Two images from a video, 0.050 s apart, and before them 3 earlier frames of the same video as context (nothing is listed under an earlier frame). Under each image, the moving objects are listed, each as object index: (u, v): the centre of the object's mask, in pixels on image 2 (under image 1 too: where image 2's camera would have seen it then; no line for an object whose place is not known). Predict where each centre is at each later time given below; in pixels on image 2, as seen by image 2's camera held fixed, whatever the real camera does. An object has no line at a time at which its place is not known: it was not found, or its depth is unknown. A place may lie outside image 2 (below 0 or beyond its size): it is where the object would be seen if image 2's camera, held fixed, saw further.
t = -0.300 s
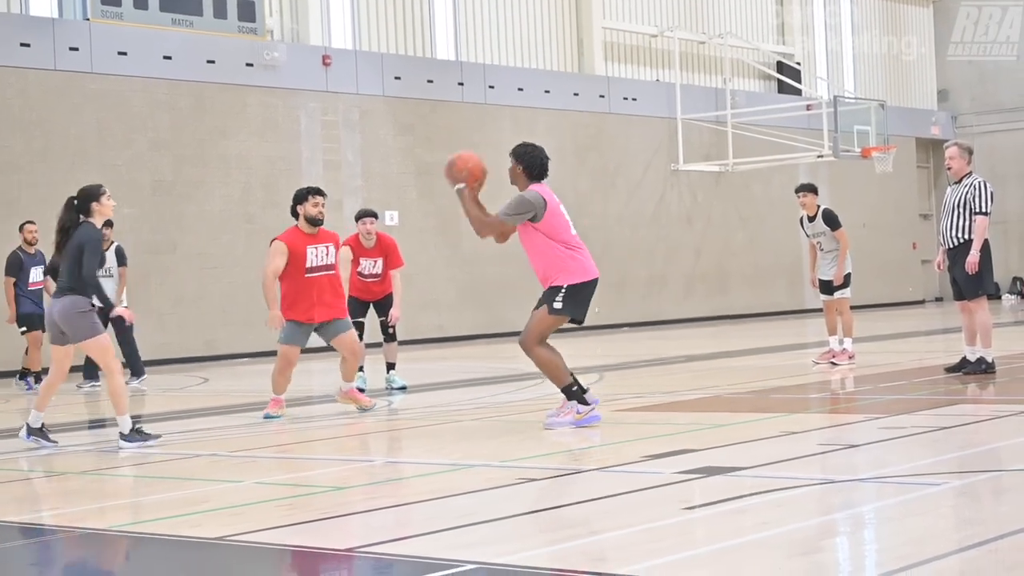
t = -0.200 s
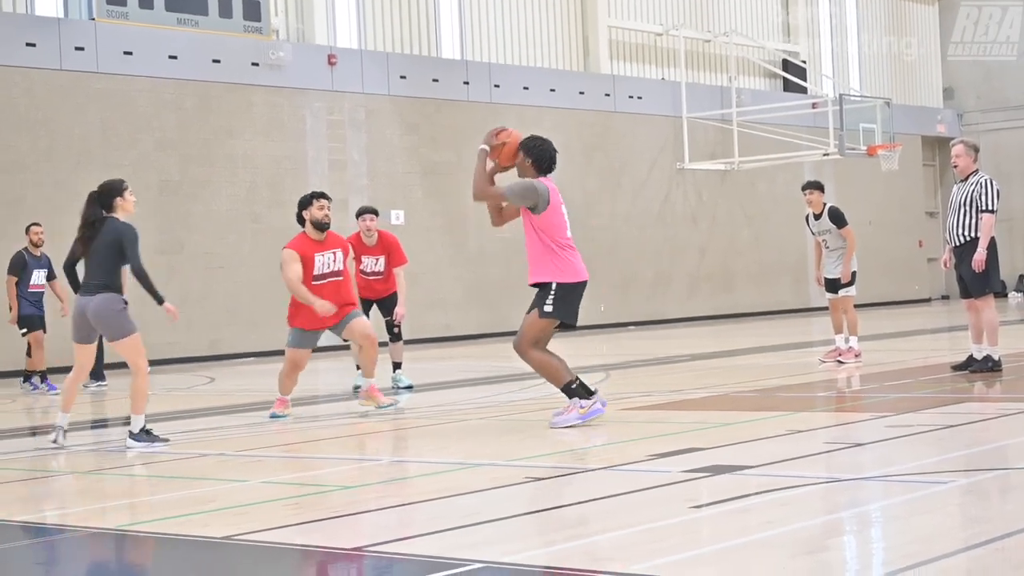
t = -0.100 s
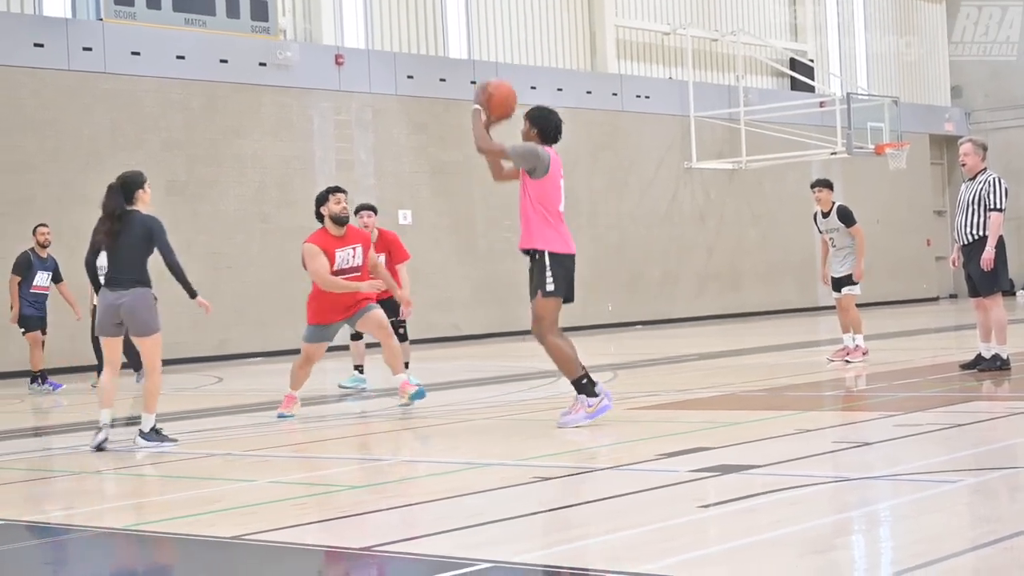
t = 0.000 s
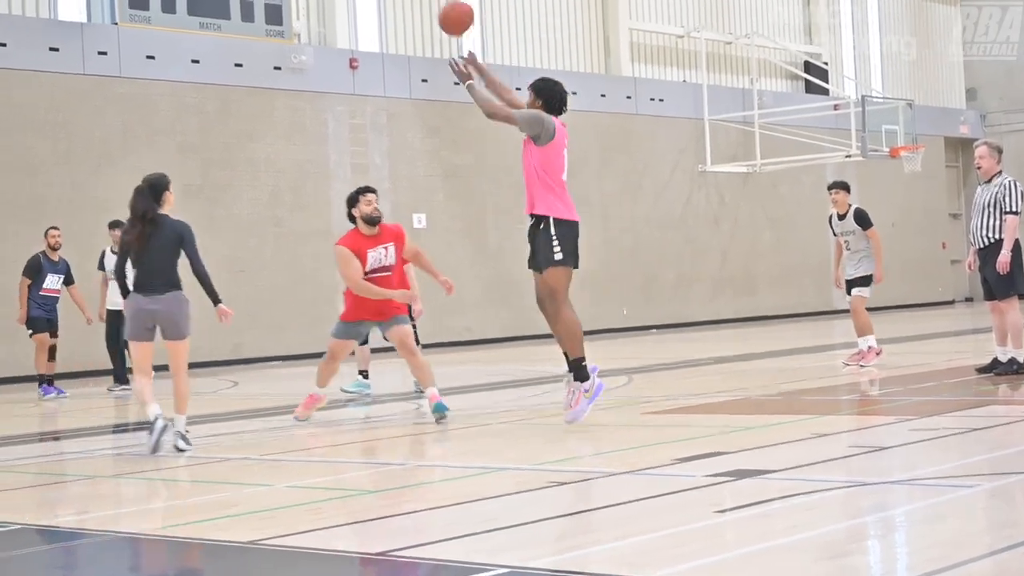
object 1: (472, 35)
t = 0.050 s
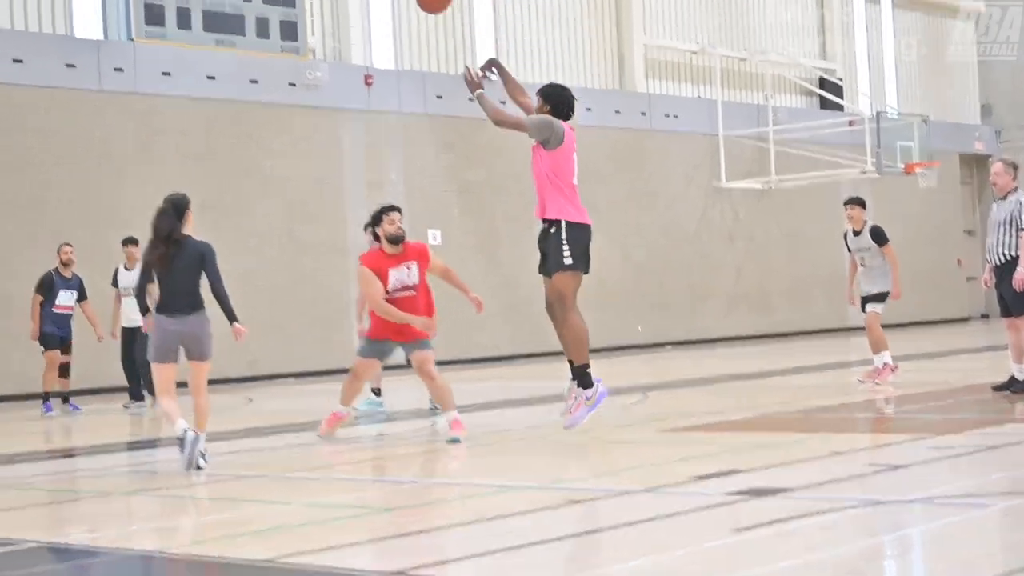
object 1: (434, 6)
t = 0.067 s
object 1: (422, -4)
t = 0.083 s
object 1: (409, -15)
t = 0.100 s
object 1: (397, -25)
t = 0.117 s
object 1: (386, -36)
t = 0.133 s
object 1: (374, -46)
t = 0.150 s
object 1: (363, -57)
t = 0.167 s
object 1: (351, -68)
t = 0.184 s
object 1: (341, -78)
